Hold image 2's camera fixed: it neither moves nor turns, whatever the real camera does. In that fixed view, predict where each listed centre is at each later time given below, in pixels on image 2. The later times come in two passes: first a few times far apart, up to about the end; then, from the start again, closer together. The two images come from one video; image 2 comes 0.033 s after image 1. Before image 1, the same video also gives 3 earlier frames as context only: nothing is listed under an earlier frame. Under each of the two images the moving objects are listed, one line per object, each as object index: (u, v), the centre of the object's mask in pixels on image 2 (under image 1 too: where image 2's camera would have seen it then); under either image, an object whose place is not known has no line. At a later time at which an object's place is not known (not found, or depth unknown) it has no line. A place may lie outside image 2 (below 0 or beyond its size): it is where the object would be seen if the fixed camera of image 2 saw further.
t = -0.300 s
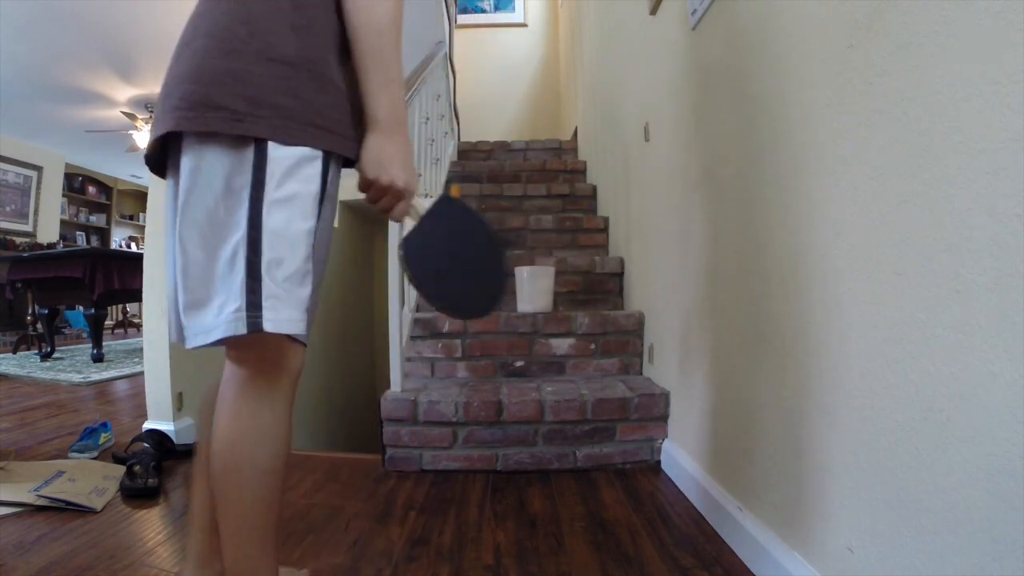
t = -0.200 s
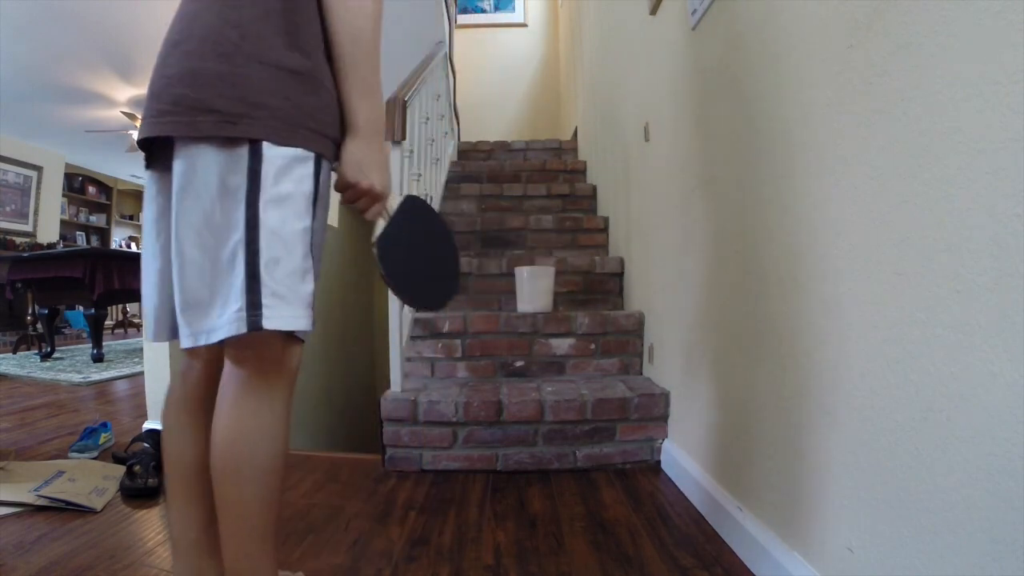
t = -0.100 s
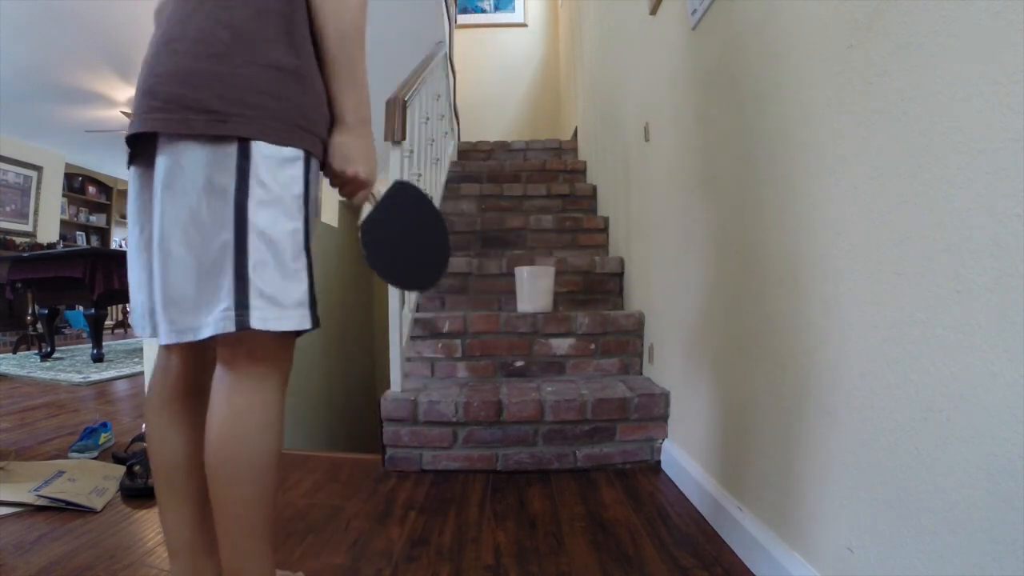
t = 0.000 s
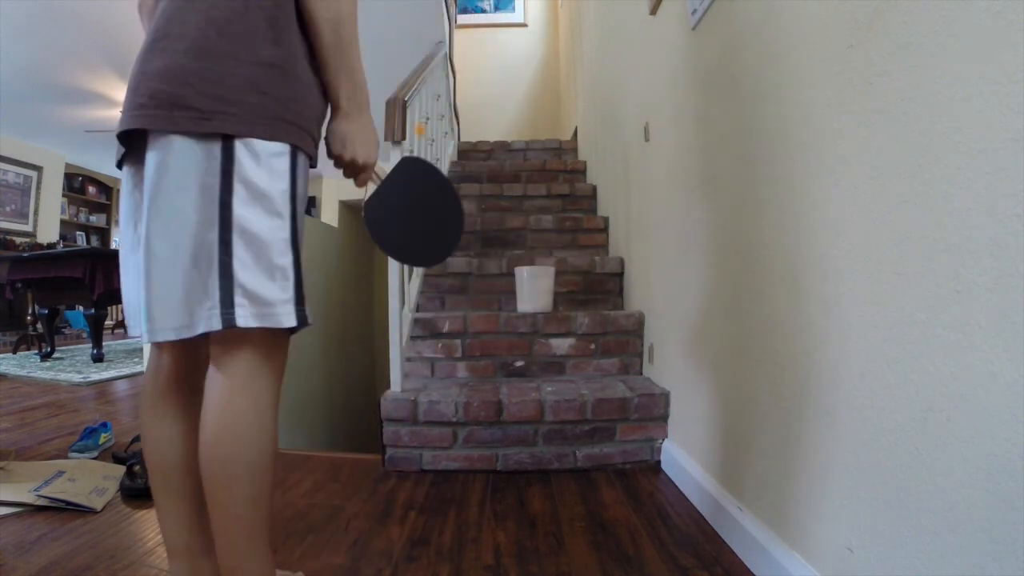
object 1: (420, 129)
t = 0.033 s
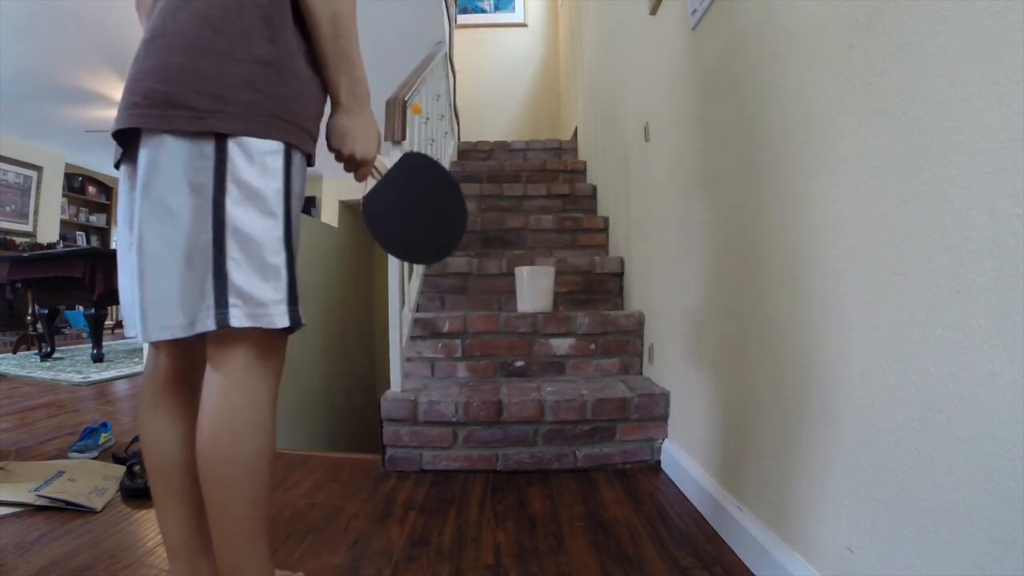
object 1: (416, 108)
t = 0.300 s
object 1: (491, 181)
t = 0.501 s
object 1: (531, 256)
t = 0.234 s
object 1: (476, 160)
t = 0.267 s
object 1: (483, 170)
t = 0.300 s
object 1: (491, 181)
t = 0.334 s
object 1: (498, 192)
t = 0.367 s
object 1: (504, 204)
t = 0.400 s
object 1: (511, 215)
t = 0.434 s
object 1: (517, 228)
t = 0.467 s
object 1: (525, 242)
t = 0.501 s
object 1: (531, 256)
